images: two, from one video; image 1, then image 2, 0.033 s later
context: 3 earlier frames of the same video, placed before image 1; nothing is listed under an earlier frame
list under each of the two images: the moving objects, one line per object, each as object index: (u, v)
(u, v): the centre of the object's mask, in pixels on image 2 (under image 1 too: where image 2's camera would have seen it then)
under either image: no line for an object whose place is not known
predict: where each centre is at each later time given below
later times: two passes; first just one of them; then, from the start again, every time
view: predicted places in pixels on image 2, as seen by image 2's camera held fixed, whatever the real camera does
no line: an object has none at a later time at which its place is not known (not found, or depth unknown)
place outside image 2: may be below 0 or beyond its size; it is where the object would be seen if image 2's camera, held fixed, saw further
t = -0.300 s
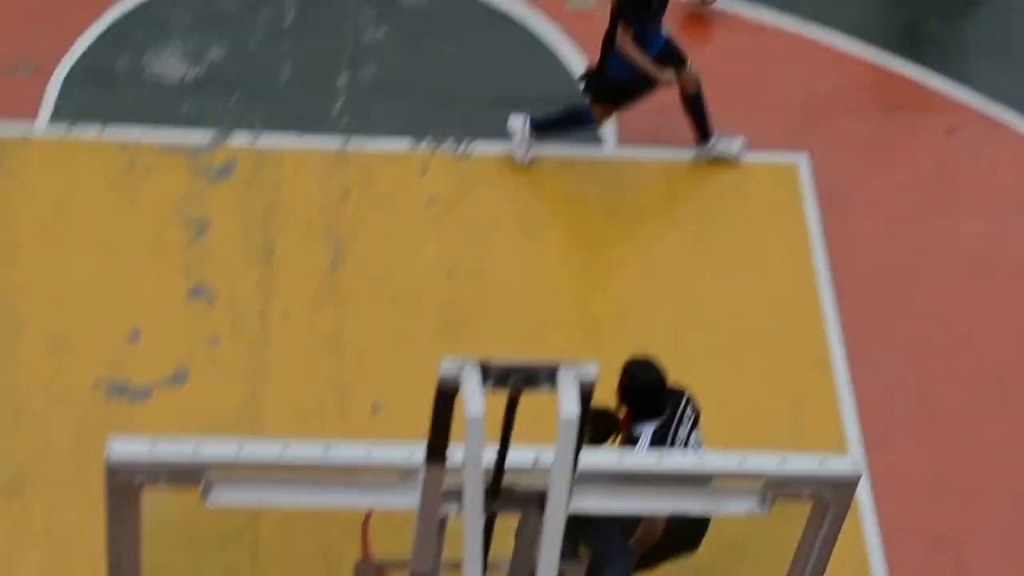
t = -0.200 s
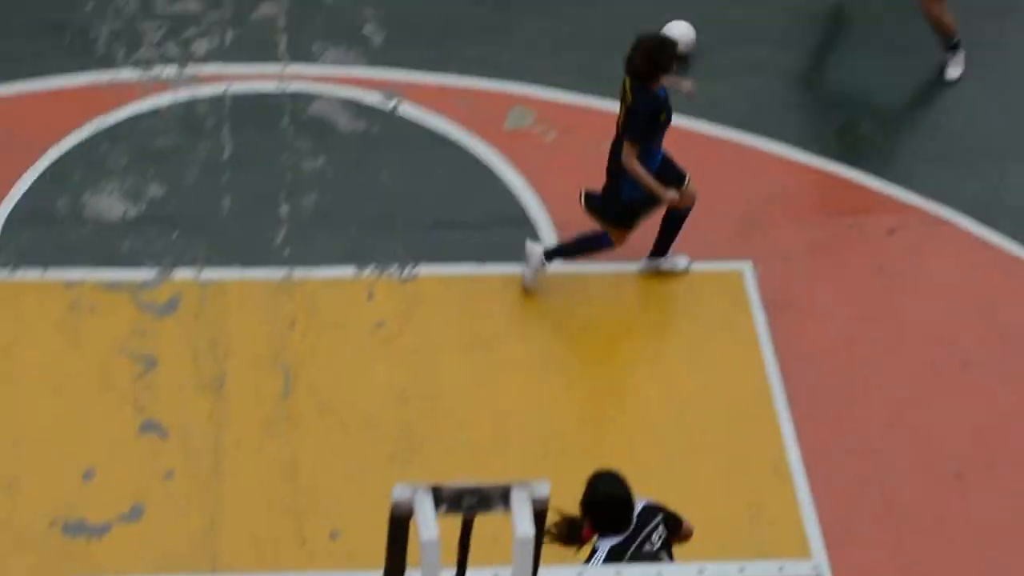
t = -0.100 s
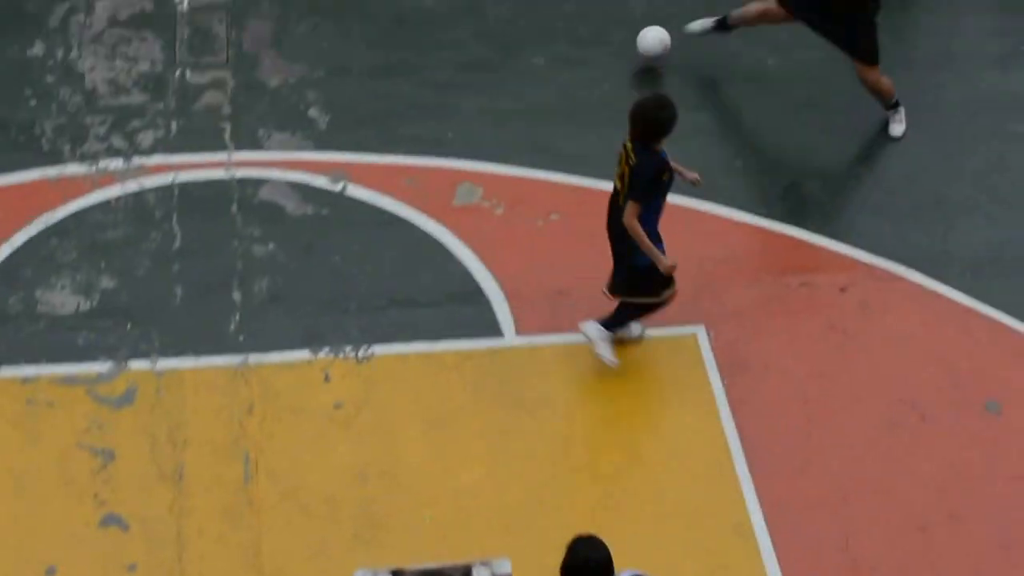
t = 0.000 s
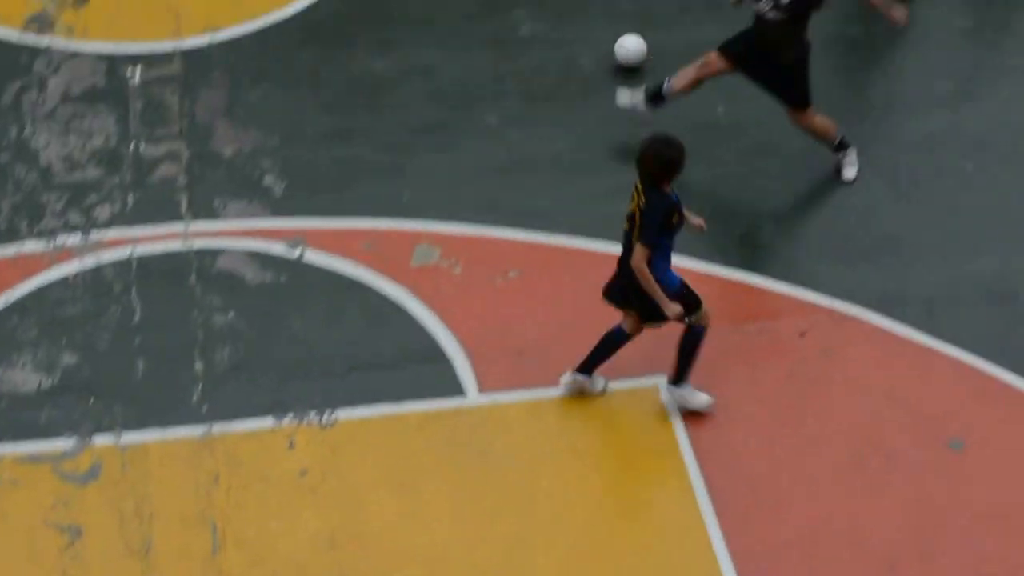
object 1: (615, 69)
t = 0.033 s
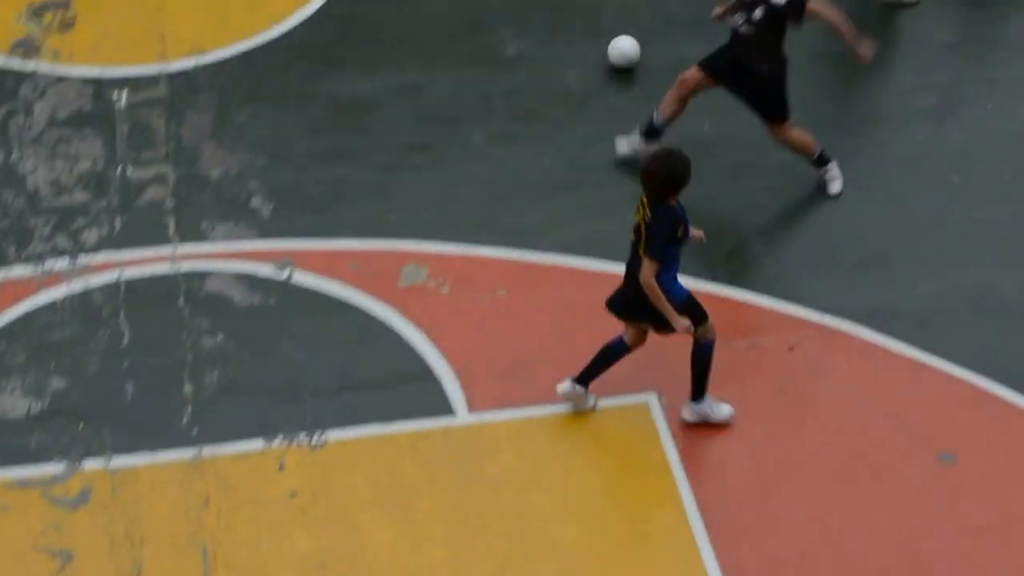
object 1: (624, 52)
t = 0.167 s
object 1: (657, -4)
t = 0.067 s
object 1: (632, 35)
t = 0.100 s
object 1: (641, 21)
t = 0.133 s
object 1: (650, 8)
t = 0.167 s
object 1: (657, -4)
